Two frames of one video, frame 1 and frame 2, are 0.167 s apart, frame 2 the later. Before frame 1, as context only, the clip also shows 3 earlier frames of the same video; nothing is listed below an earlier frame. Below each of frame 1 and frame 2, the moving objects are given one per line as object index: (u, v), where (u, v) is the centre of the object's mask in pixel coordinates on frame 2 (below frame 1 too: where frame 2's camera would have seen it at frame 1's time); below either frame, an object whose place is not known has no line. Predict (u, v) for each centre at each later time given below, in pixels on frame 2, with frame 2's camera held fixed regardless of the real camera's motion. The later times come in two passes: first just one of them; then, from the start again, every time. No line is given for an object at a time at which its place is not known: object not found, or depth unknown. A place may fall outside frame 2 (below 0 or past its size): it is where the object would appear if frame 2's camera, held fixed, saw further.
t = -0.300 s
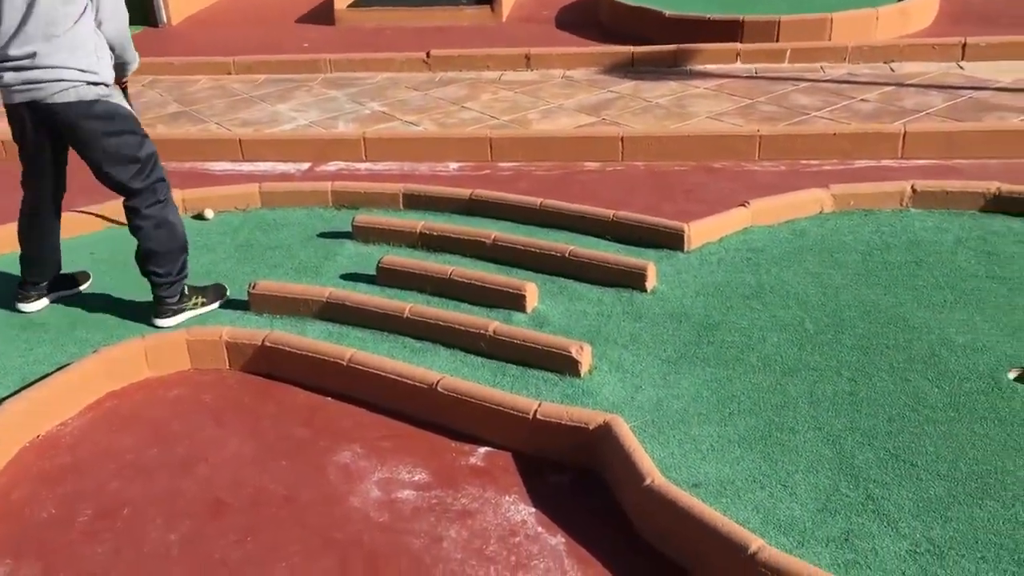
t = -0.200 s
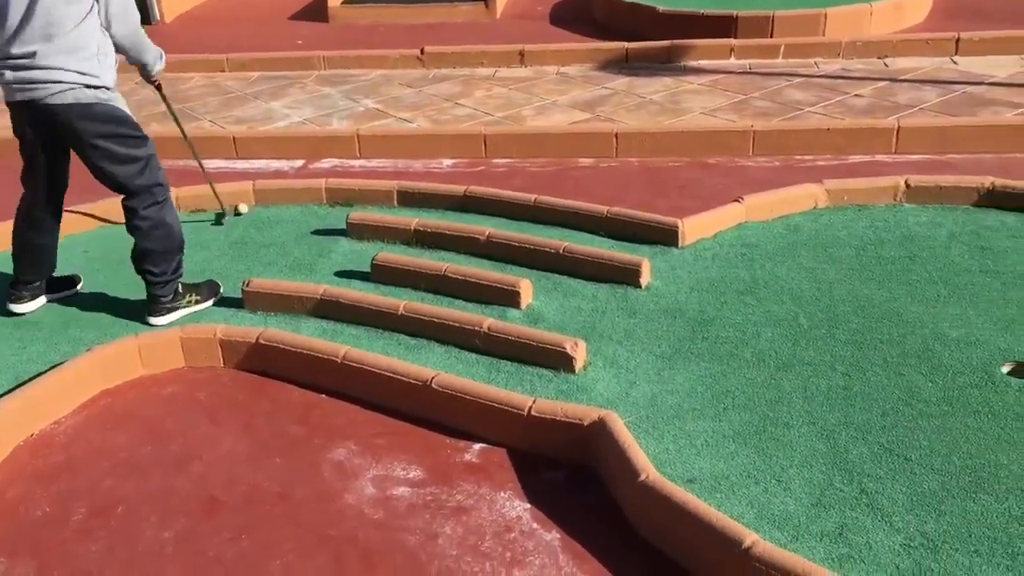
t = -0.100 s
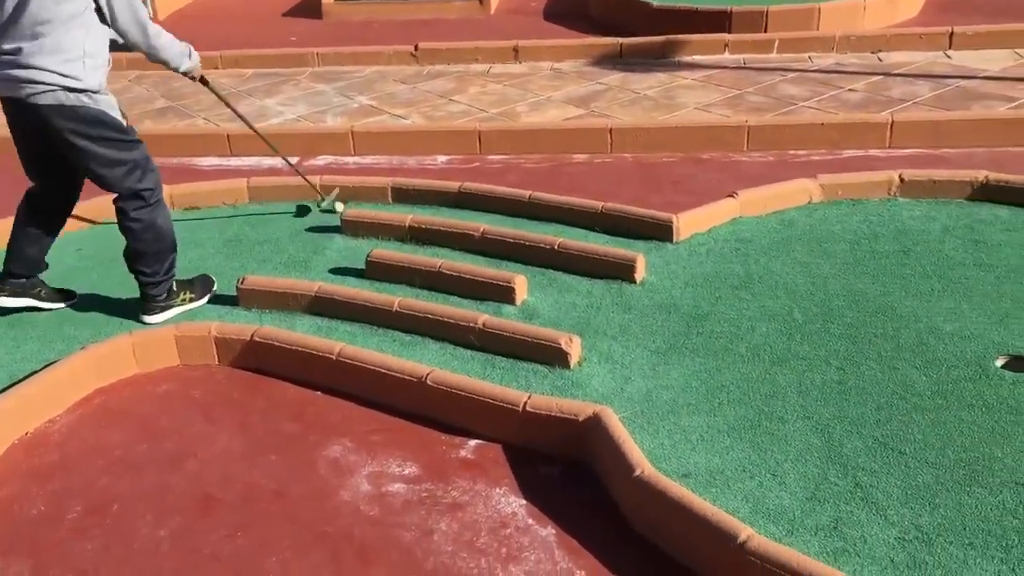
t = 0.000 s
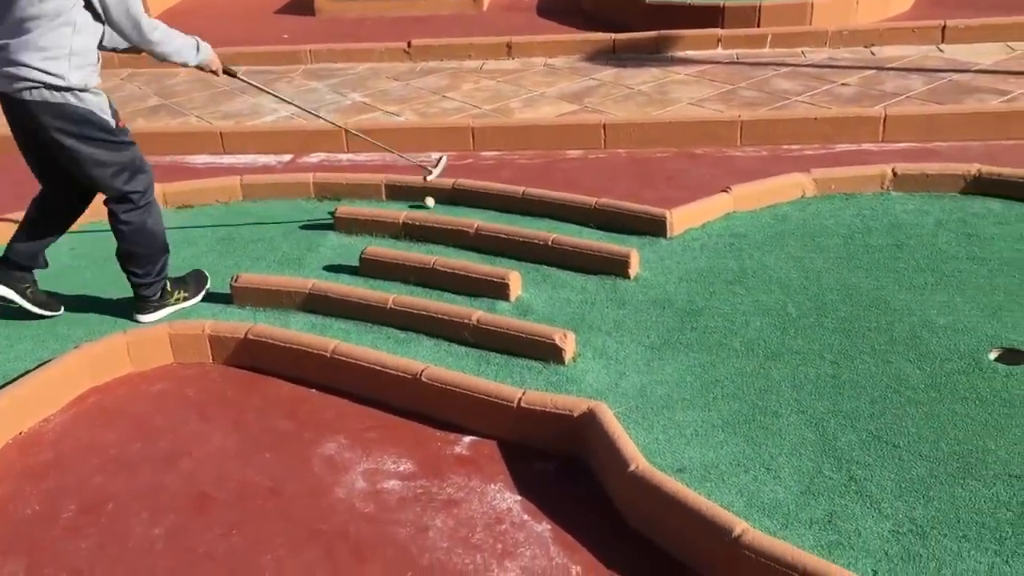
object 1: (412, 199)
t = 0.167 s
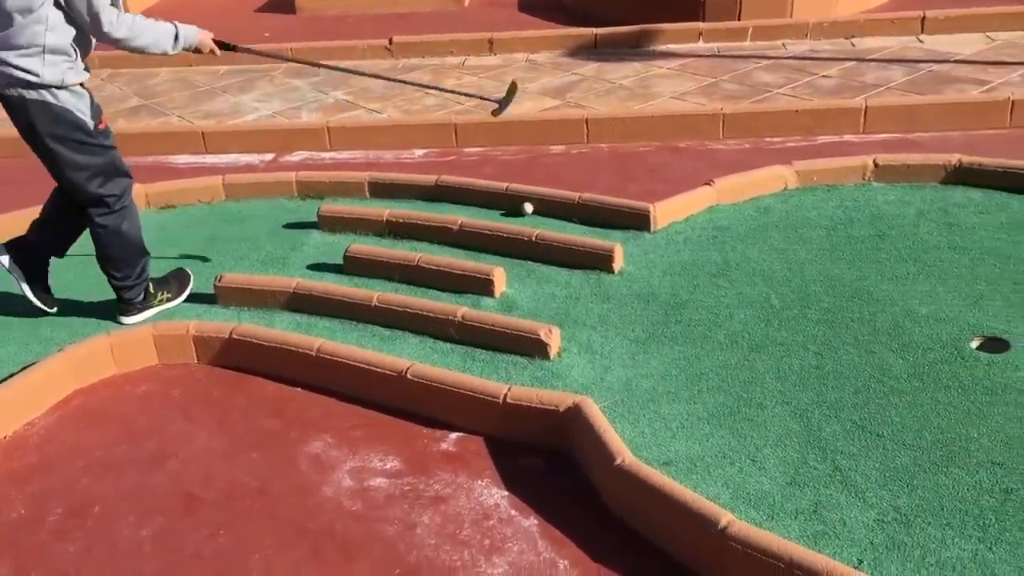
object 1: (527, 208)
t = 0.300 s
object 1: (613, 226)
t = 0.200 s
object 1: (549, 214)
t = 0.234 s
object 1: (569, 216)
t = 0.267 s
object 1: (592, 219)
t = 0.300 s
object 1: (613, 226)
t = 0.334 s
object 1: (637, 227)
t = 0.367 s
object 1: (658, 234)
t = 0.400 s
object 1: (682, 241)
